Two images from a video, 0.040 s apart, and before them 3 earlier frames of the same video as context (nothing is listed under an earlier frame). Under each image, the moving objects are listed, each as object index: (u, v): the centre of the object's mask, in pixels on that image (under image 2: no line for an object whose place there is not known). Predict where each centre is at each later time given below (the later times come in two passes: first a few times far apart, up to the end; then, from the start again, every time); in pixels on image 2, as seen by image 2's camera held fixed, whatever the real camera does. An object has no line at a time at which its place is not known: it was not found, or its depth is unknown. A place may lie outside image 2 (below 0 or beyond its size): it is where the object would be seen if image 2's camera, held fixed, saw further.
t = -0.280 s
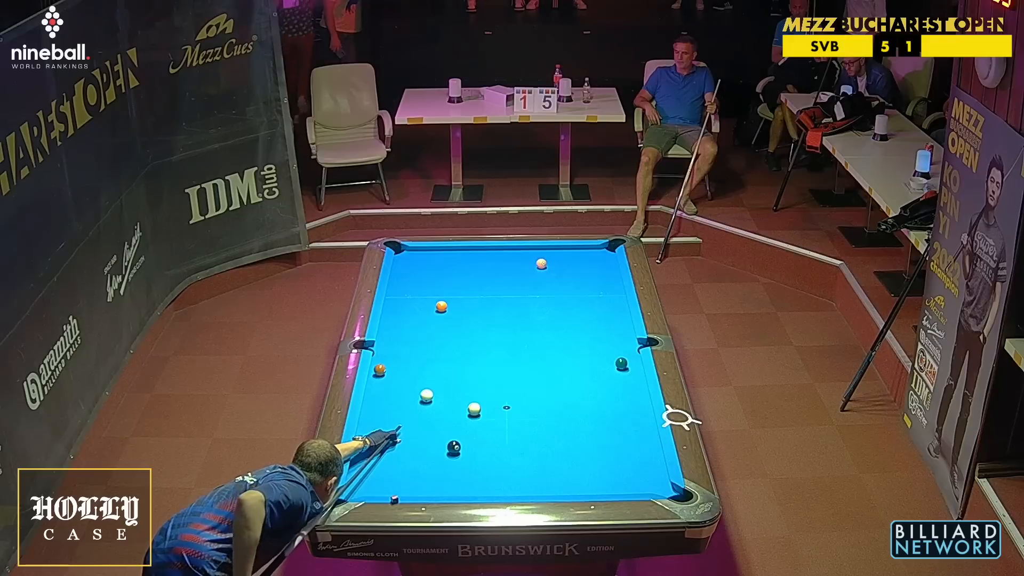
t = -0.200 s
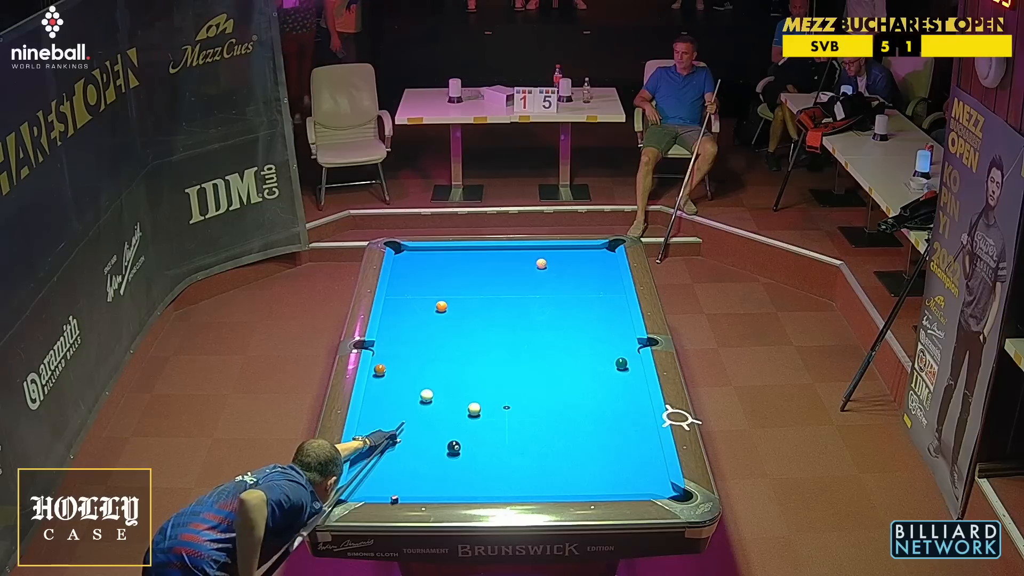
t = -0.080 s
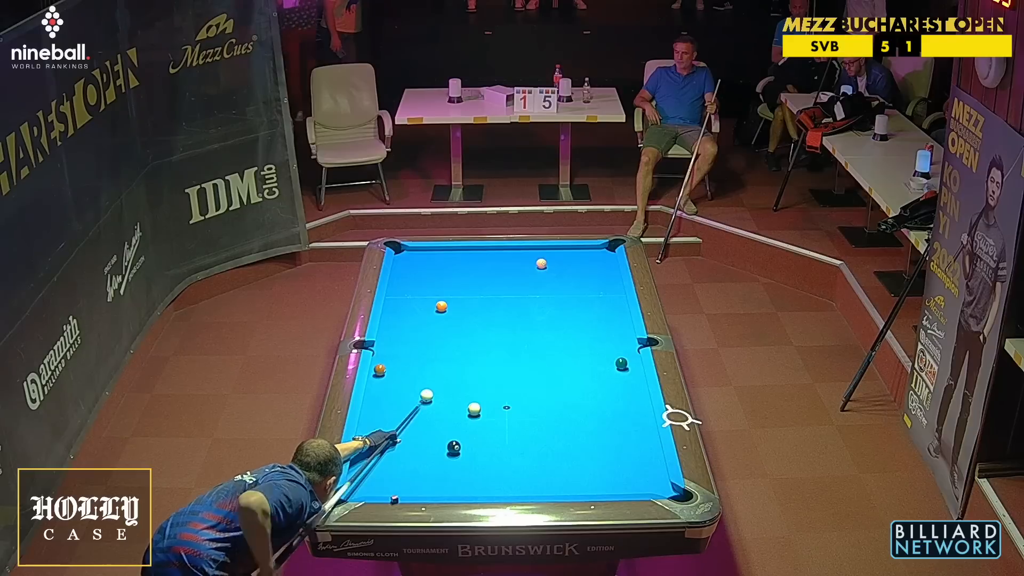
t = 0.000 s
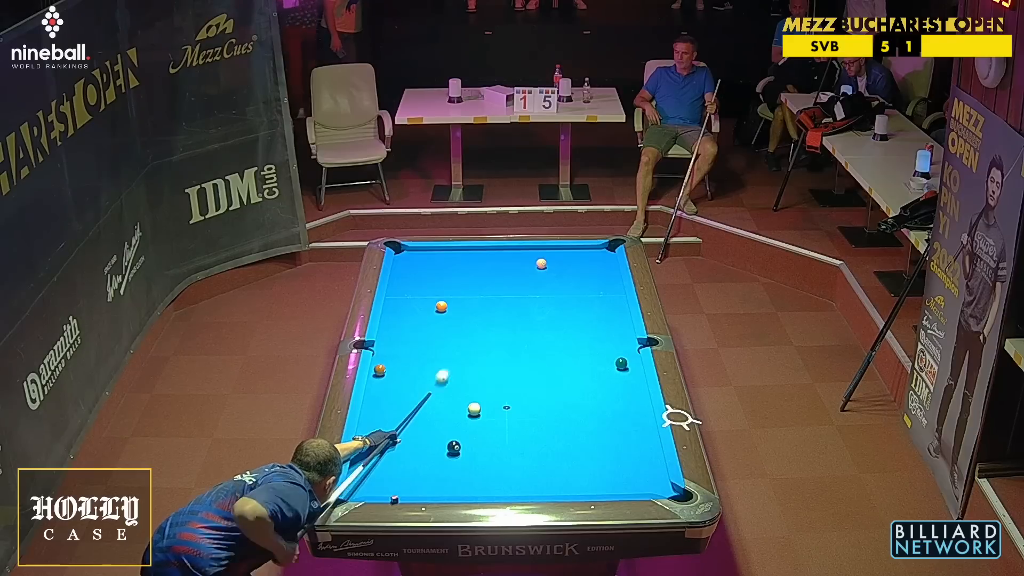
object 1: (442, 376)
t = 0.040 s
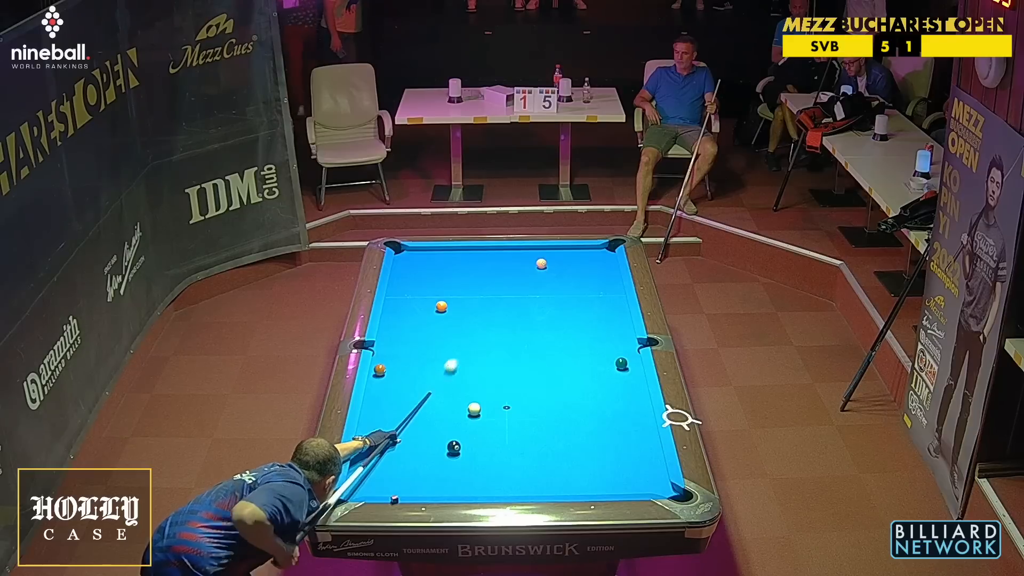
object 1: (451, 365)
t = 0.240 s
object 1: (488, 321)
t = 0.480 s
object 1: (519, 283)
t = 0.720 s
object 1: (526, 262)
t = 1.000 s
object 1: (509, 249)
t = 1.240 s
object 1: (491, 254)
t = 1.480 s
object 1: (473, 259)
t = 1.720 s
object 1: (455, 264)
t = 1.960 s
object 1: (438, 269)
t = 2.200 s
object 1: (421, 275)
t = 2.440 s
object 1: (405, 279)
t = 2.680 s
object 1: (394, 284)
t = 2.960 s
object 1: (402, 289)
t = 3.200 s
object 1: (409, 293)
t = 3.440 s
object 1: (416, 297)
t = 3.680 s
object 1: (422, 300)
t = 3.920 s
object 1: (427, 304)
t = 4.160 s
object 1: (431, 306)
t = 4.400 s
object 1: (431, 308)
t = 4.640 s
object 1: (430, 310)
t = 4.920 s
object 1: (429, 312)
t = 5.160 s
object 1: (429, 313)
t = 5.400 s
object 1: (429, 313)
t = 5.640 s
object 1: (429, 314)
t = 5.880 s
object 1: (429, 314)
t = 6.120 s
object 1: (429, 314)
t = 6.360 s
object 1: (429, 314)
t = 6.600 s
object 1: (429, 314)
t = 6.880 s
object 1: (429, 314)
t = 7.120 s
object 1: (429, 314)
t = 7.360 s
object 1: (429, 314)
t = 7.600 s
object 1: (429, 314)
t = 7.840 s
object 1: (429, 314)
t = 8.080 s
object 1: (429, 314)
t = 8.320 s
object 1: (429, 314)
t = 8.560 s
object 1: (429, 314)
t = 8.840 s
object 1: (429, 314)
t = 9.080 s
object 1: (429, 314)
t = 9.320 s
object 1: (429, 314)
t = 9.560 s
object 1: (429, 314)
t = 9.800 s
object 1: (429, 314)
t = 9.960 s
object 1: (429, 314)
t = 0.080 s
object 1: (459, 355)
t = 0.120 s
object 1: (467, 346)
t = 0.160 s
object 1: (474, 337)
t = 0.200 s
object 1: (481, 329)
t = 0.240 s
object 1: (488, 321)
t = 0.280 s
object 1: (494, 313)
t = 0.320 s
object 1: (499, 307)
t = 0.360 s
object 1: (505, 300)
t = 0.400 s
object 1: (510, 294)
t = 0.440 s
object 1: (515, 288)
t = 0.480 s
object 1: (519, 283)
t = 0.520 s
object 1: (523, 278)
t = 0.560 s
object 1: (527, 273)
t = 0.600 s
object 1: (531, 269)
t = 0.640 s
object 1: (532, 266)
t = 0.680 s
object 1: (529, 263)
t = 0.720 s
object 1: (526, 262)
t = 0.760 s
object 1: (523, 260)
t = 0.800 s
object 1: (521, 258)
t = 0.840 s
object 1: (518, 256)
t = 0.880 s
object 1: (516, 254)
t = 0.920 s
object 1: (513, 253)
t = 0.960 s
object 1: (511, 251)
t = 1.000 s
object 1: (509, 249)
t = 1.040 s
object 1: (506, 249)
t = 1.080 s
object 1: (503, 250)
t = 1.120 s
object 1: (500, 251)
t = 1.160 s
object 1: (497, 252)
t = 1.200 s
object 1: (494, 253)
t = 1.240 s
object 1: (491, 254)
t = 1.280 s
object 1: (488, 255)
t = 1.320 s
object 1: (485, 255)
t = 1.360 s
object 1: (482, 256)
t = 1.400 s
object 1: (479, 257)
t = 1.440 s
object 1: (476, 258)
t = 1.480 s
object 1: (473, 259)
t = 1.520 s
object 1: (470, 260)
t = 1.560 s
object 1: (467, 261)
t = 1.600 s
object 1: (464, 261)
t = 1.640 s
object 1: (461, 263)
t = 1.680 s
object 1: (458, 263)
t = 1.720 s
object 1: (455, 264)
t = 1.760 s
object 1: (452, 265)
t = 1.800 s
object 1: (449, 266)
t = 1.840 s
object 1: (447, 267)
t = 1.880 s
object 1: (444, 267)
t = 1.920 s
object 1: (441, 269)
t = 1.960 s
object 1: (438, 269)
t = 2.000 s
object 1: (435, 270)
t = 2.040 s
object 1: (432, 271)
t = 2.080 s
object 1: (430, 272)
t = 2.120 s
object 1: (427, 273)
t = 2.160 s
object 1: (424, 274)
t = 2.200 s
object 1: (421, 275)
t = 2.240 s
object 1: (419, 275)
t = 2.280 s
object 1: (416, 276)
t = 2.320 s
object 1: (413, 277)
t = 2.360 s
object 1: (410, 278)
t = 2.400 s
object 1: (408, 279)
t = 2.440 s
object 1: (405, 279)
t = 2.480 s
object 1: (402, 280)
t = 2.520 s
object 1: (400, 281)
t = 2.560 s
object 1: (397, 282)
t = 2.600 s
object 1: (395, 282)
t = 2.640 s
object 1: (393, 283)
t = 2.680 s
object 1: (394, 284)
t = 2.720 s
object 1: (395, 285)
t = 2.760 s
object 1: (397, 285)
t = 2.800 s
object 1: (398, 286)
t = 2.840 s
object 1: (399, 287)
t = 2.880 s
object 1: (400, 288)
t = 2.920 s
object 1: (401, 288)
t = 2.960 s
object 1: (402, 289)
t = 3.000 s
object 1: (403, 290)
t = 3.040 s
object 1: (405, 290)
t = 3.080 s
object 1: (406, 291)
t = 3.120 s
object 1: (407, 292)
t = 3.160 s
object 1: (408, 292)
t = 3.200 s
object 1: (409, 293)
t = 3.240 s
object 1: (410, 294)
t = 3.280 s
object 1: (411, 294)
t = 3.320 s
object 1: (412, 295)
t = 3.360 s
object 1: (413, 296)
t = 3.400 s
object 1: (414, 296)
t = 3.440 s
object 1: (416, 297)
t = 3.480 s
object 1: (417, 297)
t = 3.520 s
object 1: (418, 298)
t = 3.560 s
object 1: (419, 298)
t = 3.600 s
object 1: (420, 299)
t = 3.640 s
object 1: (421, 300)
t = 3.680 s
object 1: (422, 300)
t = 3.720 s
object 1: (423, 301)
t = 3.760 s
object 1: (424, 301)
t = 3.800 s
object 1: (425, 302)
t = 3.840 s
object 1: (426, 302)
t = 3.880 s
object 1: (426, 303)
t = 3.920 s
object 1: (427, 304)
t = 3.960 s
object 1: (428, 304)
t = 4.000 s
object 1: (429, 305)
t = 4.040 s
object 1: (430, 305)
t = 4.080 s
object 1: (430, 306)
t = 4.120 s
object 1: (431, 306)
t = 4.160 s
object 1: (431, 306)
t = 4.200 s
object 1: (431, 307)
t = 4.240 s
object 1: (431, 307)
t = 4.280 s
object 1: (431, 307)
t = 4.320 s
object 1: (431, 308)
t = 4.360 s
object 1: (431, 308)
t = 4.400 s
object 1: (431, 308)
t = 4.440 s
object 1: (431, 309)
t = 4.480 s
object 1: (430, 309)
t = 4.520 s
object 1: (430, 309)
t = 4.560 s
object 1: (430, 310)
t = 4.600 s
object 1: (430, 310)
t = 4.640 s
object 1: (430, 310)
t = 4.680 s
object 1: (430, 310)
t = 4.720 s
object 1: (430, 311)
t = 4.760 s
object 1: (430, 311)
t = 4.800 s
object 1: (430, 311)
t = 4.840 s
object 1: (430, 311)
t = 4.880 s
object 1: (430, 312)
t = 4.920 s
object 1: (429, 312)
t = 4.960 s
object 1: (429, 312)
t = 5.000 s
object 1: (429, 312)
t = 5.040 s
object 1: (429, 312)
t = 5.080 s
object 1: (429, 312)
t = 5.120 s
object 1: (429, 312)
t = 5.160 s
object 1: (429, 313)
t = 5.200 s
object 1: (429, 313)
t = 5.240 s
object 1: (429, 313)
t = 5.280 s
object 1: (429, 313)
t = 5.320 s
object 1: (429, 313)
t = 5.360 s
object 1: (429, 313)
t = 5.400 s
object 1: (429, 313)
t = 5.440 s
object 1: (429, 313)
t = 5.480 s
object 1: (429, 313)
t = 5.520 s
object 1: (429, 313)
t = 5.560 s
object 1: (429, 314)
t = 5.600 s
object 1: (429, 313)
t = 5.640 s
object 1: (429, 314)
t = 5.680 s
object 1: (429, 314)
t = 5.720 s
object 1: (429, 314)
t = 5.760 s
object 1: (429, 314)
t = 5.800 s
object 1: (429, 314)
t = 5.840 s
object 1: (429, 314)
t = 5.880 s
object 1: (429, 314)
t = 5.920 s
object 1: (429, 314)
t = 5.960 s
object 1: (429, 314)
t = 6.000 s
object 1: (429, 314)
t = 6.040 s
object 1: (429, 314)
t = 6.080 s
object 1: (429, 314)
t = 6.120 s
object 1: (429, 314)
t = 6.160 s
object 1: (429, 314)
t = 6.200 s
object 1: (429, 314)
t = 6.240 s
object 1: (429, 314)
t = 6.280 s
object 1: (429, 314)
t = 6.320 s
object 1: (429, 314)
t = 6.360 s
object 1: (429, 314)
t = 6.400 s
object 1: (429, 314)
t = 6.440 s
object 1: (429, 314)
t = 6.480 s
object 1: (429, 314)
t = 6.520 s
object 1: (429, 314)
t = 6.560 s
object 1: (429, 314)
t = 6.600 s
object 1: (429, 314)
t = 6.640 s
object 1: (429, 314)
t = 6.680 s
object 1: (429, 314)
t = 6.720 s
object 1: (429, 314)
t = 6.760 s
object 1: (429, 314)
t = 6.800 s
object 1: (429, 314)
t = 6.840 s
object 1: (429, 314)
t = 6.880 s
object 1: (429, 314)
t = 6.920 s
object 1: (429, 314)
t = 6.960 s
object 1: (429, 314)
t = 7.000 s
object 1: (429, 314)
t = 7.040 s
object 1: (429, 314)
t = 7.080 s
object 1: (429, 314)
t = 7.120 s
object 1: (429, 314)
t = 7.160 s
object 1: (429, 314)
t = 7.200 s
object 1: (429, 314)
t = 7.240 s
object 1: (429, 314)
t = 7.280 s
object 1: (429, 314)
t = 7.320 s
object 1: (429, 314)
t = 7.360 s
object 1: (429, 314)
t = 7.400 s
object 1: (429, 314)
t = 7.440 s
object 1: (429, 314)
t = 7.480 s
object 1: (429, 314)
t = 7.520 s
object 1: (429, 314)
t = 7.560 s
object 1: (429, 314)
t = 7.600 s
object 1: (429, 314)
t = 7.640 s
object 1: (429, 314)
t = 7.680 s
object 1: (429, 314)
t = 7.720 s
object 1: (429, 314)
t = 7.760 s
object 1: (429, 314)
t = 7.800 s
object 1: (429, 314)
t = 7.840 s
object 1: (429, 314)
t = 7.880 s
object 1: (429, 314)
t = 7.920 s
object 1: (429, 314)
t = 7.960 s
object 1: (429, 314)
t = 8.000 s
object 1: (429, 314)
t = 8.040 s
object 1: (429, 314)
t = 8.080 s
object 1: (429, 314)
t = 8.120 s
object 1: (429, 314)
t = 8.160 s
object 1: (429, 314)
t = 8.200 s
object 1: (429, 314)
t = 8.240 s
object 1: (429, 314)
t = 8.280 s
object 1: (429, 314)
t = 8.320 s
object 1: (429, 314)
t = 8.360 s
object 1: (429, 314)
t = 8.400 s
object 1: (429, 314)
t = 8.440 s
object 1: (429, 314)
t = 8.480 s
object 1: (429, 314)
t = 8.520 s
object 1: (429, 314)
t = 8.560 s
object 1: (429, 314)
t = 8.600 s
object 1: (429, 314)
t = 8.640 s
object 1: (429, 314)
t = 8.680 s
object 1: (429, 314)
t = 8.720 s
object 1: (429, 314)
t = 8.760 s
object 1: (429, 314)
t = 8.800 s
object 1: (429, 314)
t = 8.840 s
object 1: (429, 314)
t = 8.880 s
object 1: (429, 314)
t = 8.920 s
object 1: (429, 314)
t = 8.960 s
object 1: (429, 314)
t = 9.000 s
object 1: (429, 314)
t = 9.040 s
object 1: (429, 314)
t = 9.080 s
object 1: (429, 314)
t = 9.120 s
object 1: (429, 314)
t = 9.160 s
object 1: (429, 314)
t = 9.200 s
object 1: (429, 314)
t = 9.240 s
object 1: (429, 314)
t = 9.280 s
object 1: (429, 314)
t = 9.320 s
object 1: (429, 314)
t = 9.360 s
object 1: (429, 314)
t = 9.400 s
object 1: (429, 314)
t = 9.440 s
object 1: (429, 314)
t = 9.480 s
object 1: (429, 314)
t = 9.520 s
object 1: (429, 314)
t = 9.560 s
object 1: (429, 314)
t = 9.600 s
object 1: (429, 314)
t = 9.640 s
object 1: (429, 314)
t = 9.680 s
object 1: (429, 314)
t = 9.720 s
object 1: (429, 314)
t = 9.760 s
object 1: (429, 314)
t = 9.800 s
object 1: (429, 314)
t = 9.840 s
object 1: (429, 314)
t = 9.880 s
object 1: (429, 314)
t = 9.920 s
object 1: (429, 314)
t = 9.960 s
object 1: (429, 314)
